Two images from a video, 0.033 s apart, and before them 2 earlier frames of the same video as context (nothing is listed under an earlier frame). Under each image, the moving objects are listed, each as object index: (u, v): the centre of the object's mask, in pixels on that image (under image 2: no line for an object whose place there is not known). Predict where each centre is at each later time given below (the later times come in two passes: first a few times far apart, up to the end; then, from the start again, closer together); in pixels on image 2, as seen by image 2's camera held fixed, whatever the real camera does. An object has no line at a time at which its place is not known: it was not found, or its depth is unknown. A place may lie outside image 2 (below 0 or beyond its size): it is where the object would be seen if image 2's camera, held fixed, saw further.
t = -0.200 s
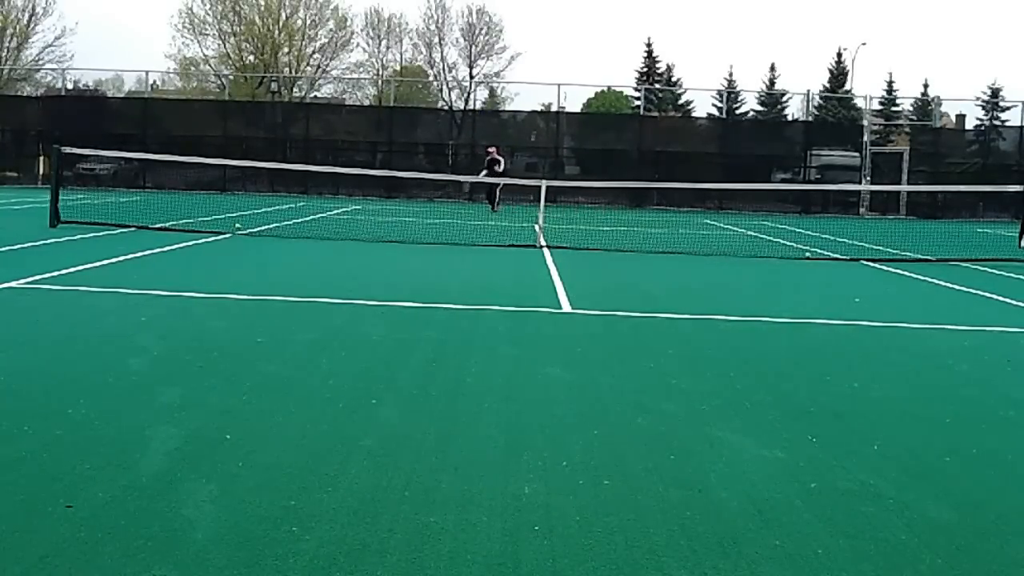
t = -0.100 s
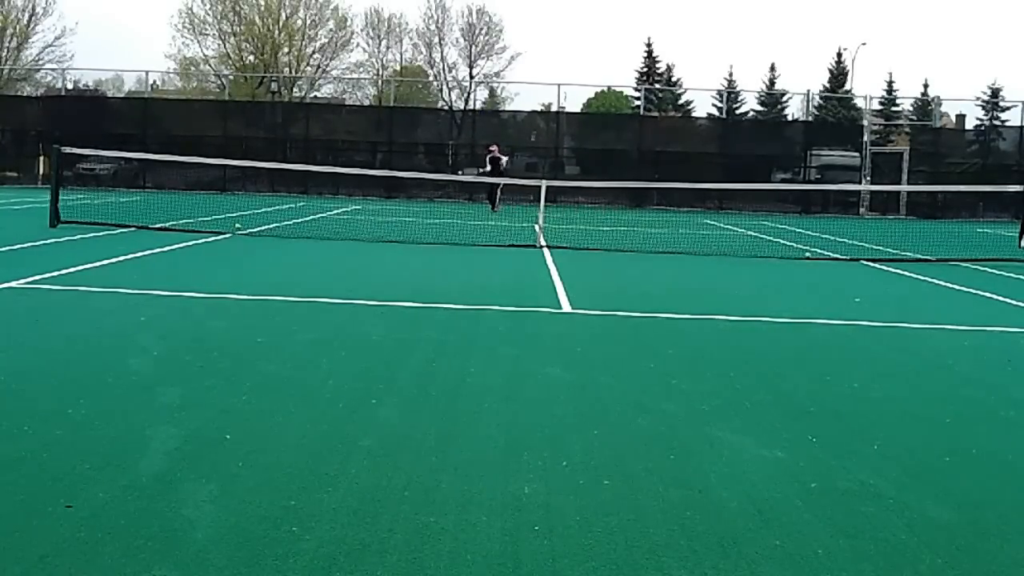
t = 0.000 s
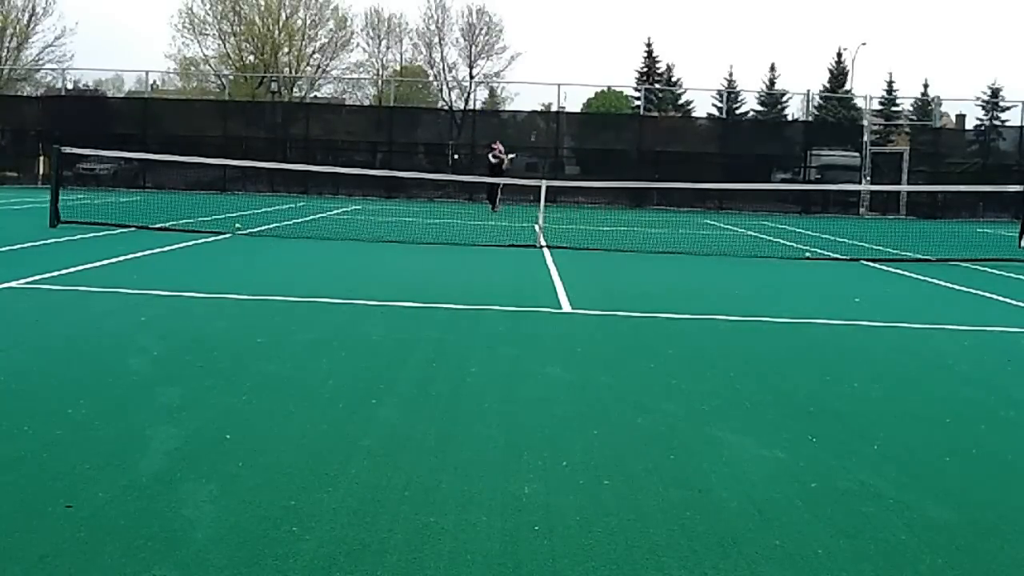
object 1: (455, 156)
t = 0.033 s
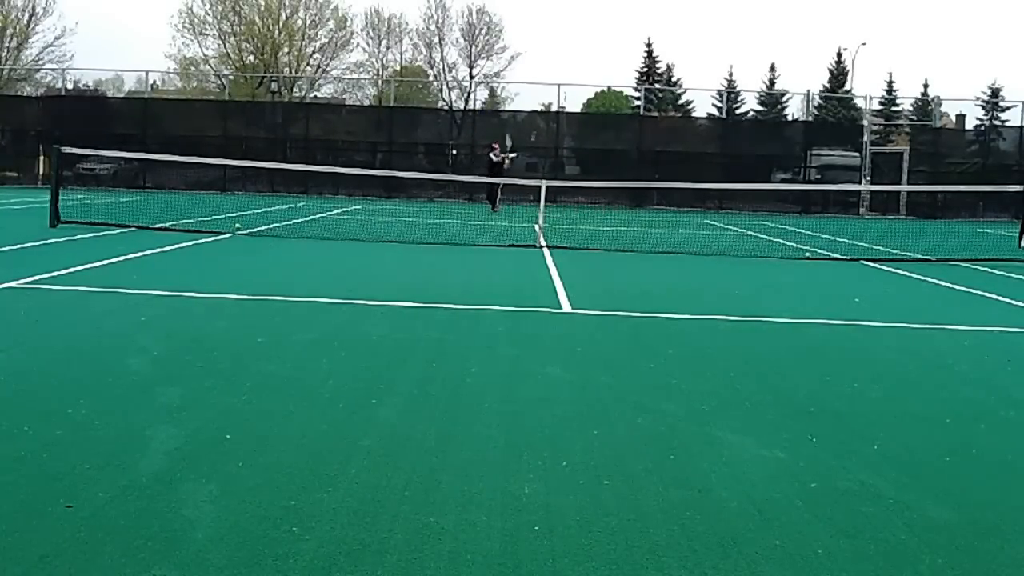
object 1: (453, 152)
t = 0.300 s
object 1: (437, 129)
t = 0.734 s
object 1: (373, 244)
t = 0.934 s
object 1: (315, 284)
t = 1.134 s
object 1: (204, 262)
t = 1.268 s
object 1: (8, 365)
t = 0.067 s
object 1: (452, 147)
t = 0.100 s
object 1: (451, 144)
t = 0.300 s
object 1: (437, 129)
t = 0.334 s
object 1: (435, 129)
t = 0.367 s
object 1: (431, 130)
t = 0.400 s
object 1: (428, 132)
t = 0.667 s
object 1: (390, 200)
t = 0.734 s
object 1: (373, 244)
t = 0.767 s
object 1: (363, 273)
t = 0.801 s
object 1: (352, 307)
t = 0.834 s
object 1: (342, 318)
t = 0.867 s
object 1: (334, 306)
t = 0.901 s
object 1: (325, 295)
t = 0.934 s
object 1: (315, 284)
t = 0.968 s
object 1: (303, 274)
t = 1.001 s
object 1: (289, 267)
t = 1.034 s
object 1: (273, 262)
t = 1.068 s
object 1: (254, 259)
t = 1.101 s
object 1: (231, 258)
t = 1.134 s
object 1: (204, 262)
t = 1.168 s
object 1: (170, 272)
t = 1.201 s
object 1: (128, 290)
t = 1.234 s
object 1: (72, 318)
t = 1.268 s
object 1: (8, 365)
